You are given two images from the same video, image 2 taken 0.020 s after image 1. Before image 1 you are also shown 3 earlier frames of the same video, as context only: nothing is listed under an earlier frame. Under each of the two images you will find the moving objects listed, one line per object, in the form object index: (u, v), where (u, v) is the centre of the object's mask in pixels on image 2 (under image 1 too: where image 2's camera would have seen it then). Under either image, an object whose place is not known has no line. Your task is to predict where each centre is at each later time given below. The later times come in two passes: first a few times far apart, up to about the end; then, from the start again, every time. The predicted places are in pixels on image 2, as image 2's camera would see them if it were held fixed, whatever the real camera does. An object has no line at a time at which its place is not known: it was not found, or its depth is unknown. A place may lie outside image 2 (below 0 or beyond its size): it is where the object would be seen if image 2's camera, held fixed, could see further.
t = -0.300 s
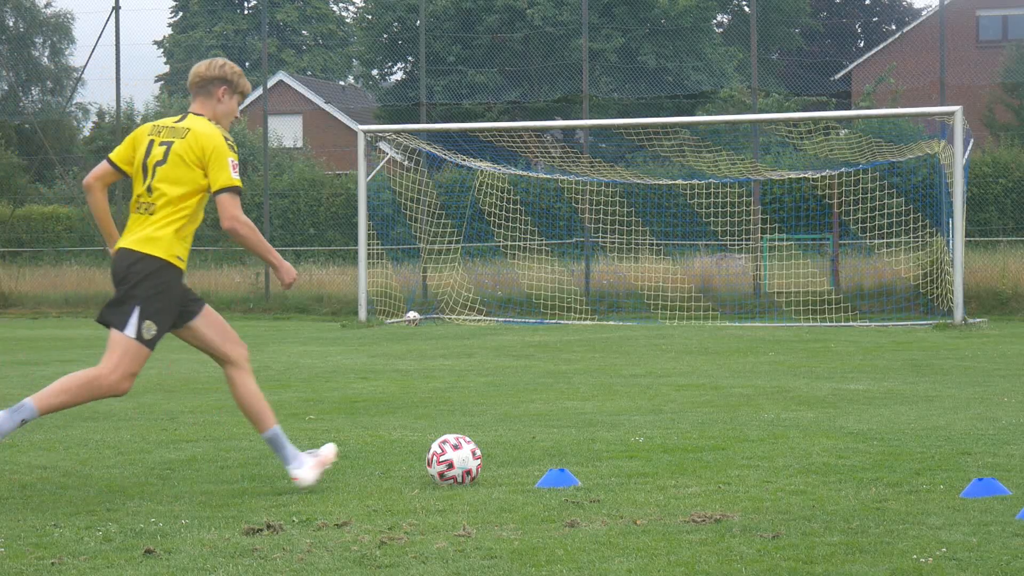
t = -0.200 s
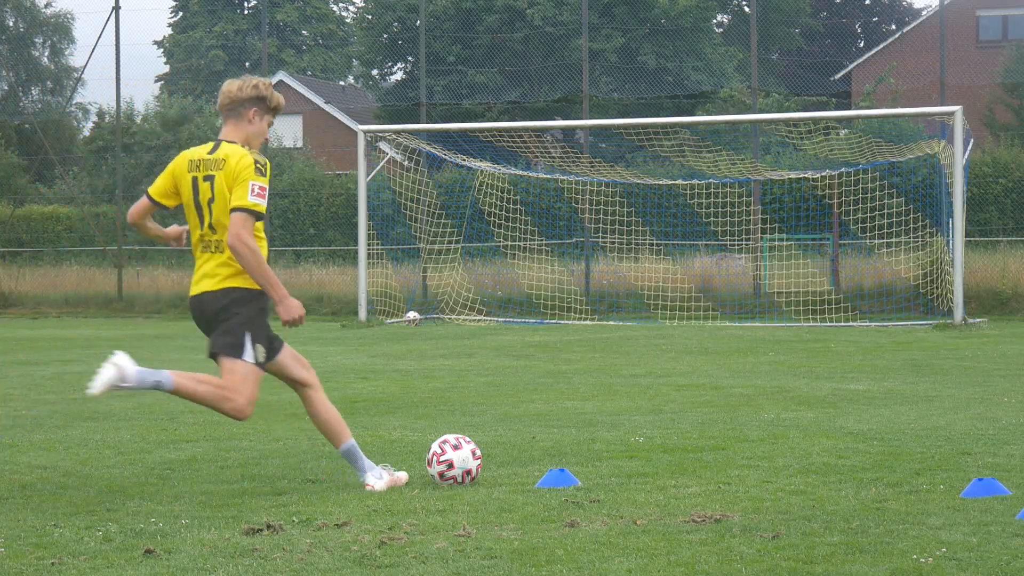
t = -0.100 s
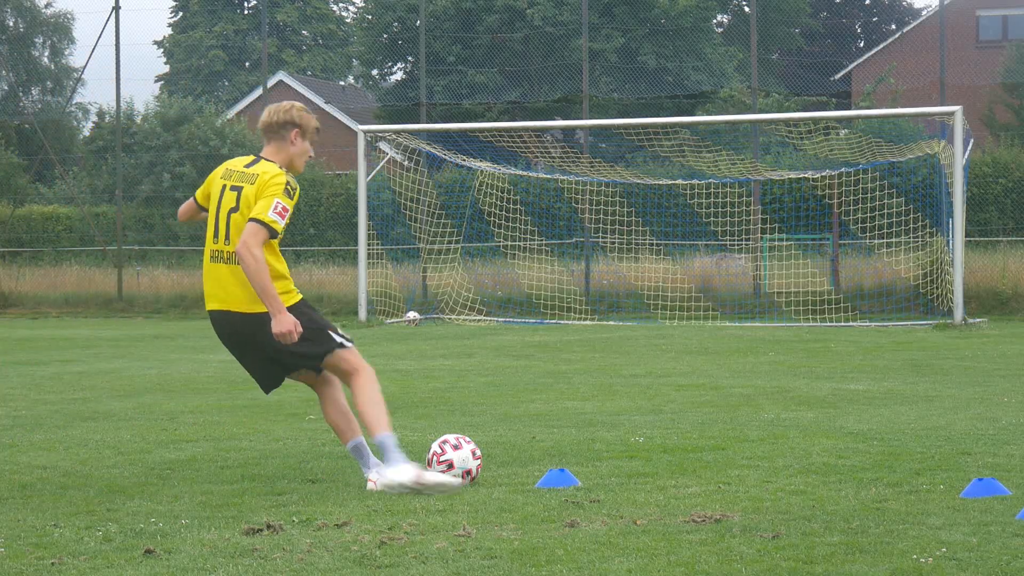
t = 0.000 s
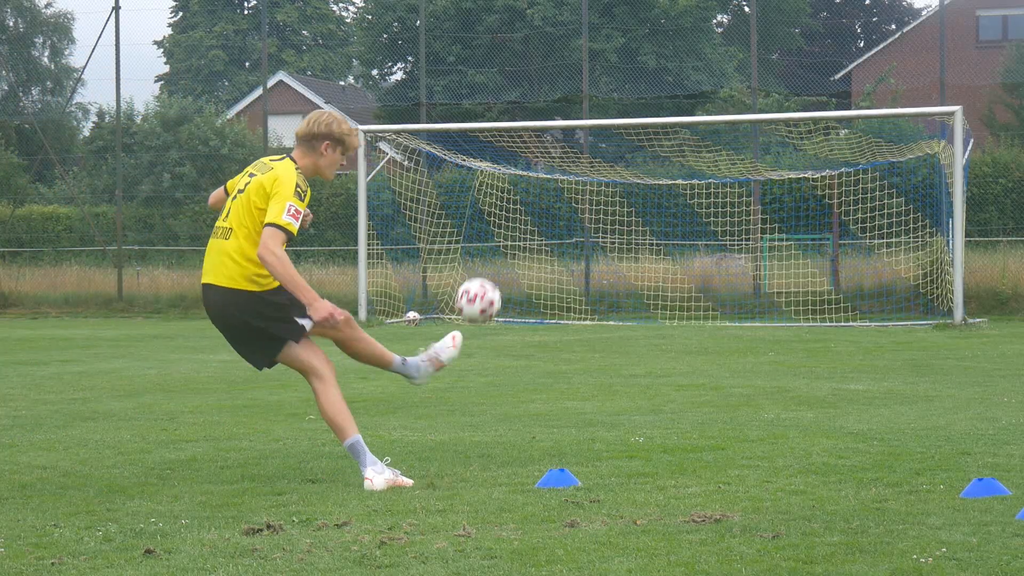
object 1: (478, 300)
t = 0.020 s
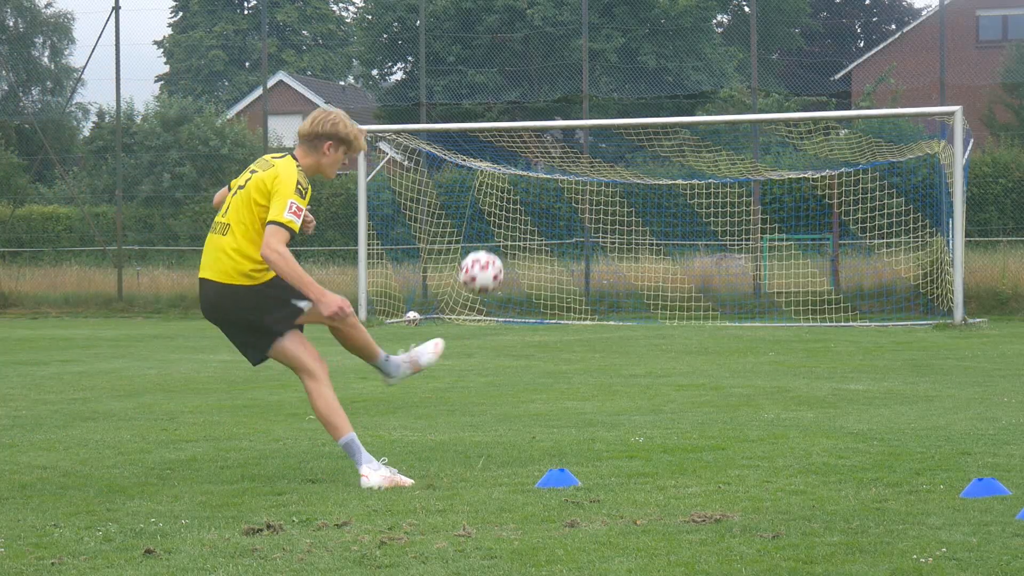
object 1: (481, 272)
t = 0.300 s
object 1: (479, 88)
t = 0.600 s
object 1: (433, 94)
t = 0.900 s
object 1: (379, 173)
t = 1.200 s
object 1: (589, 201)
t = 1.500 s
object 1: (663, 269)
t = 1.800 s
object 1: (640, 300)
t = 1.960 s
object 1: (576, 317)
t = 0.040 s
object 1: (483, 246)
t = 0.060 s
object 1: (485, 224)
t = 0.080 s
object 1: (486, 204)
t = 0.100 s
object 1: (488, 186)
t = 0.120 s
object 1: (488, 169)
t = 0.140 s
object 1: (489, 154)
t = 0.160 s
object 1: (488, 143)
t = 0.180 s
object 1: (488, 131)
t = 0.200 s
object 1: (487, 121)
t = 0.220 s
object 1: (486, 112)
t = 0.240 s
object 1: (485, 105)
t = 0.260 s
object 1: (483, 98)
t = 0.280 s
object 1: (482, 92)
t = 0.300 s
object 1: (479, 88)
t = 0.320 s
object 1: (477, 85)
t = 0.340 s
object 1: (475, 82)
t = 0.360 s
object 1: (472, 80)
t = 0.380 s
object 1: (469, 78)
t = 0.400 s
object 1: (466, 77)
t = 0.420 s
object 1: (463, 76)
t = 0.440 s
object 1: (460, 77)
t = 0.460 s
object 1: (457, 77)
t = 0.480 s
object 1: (453, 78)
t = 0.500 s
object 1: (450, 80)
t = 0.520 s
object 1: (447, 82)
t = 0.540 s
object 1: (443, 84)
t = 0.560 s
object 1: (440, 87)
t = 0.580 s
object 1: (437, 91)
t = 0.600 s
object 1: (433, 94)
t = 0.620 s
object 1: (429, 98)
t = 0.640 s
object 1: (425, 102)
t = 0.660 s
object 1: (422, 106)
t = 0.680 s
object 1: (418, 111)
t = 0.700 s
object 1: (414, 116)
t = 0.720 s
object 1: (411, 121)
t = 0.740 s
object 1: (407, 126)
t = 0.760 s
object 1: (403, 131)
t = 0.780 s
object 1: (400, 137)
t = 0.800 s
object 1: (395, 143)
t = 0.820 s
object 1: (392, 149)
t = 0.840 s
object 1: (387, 156)
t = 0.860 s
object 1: (383, 162)
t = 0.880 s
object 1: (379, 169)
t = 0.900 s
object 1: (379, 173)
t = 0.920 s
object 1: (396, 173)
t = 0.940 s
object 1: (413, 174)
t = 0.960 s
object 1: (429, 174)
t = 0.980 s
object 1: (446, 175)
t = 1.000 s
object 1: (462, 177)
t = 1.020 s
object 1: (478, 179)
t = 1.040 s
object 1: (494, 179)
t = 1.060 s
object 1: (509, 182)
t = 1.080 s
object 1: (524, 185)
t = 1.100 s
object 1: (538, 187)
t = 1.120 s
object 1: (552, 189)
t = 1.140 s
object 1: (564, 192)
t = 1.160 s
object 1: (573, 195)
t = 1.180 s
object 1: (582, 198)
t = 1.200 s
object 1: (589, 201)
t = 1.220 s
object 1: (597, 205)
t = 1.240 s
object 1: (603, 207)
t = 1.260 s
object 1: (609, 212)
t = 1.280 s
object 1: (615, 216)
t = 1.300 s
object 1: (621, 220)
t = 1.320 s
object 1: (626, 223)
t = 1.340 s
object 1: (631, 228)
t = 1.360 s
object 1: (636, 232)
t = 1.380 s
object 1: (640, 237)
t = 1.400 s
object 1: (645, 242)
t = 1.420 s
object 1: (649, 246)
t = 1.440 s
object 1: (653, 251)
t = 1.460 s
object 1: (656, 257)
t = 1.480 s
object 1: (661, 262)
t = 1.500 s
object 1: (663, 269)
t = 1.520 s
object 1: (667, 274)
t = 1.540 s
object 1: (670, 281)
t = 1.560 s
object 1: (672, 287)
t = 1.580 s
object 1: (674, 294)
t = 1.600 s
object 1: (676, 300)
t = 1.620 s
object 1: (678, 307)
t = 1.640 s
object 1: (678, 313)
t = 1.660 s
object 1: (677, 318)
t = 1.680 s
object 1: (674, 314)
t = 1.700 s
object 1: (673, 312)
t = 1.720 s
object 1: (670, 308)
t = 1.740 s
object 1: (663, 299)
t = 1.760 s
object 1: (657, 295)
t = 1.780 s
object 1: (648, 295)
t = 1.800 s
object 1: (640, 300)
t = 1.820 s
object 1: (631, 310)
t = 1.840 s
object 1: (623, 317)
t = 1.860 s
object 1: (615, 313)
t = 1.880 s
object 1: (607, 312)
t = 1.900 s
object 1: (599, 316)
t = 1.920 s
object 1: (590, 316)
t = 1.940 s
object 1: (584, 316)
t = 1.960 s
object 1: (576, 317)
